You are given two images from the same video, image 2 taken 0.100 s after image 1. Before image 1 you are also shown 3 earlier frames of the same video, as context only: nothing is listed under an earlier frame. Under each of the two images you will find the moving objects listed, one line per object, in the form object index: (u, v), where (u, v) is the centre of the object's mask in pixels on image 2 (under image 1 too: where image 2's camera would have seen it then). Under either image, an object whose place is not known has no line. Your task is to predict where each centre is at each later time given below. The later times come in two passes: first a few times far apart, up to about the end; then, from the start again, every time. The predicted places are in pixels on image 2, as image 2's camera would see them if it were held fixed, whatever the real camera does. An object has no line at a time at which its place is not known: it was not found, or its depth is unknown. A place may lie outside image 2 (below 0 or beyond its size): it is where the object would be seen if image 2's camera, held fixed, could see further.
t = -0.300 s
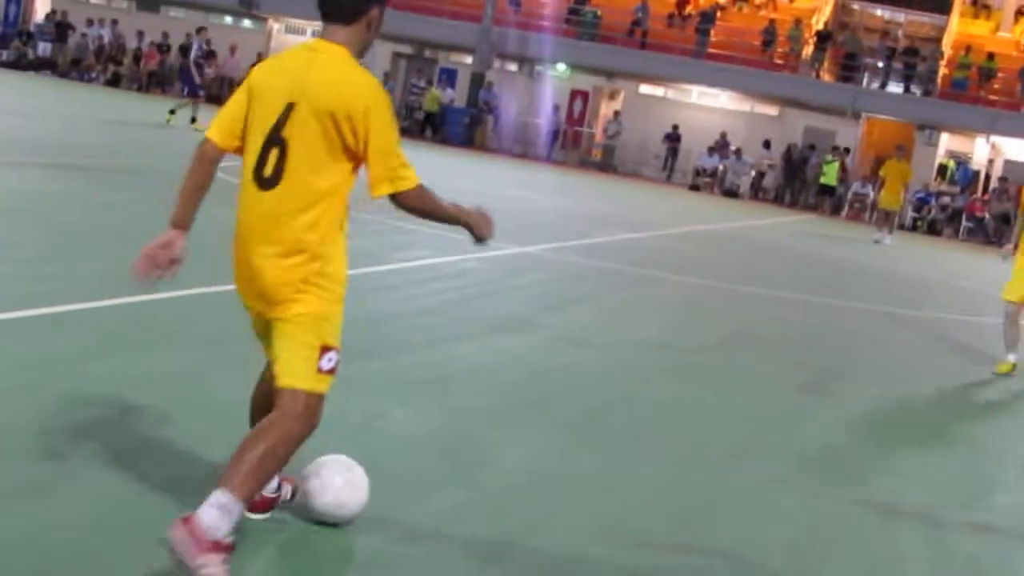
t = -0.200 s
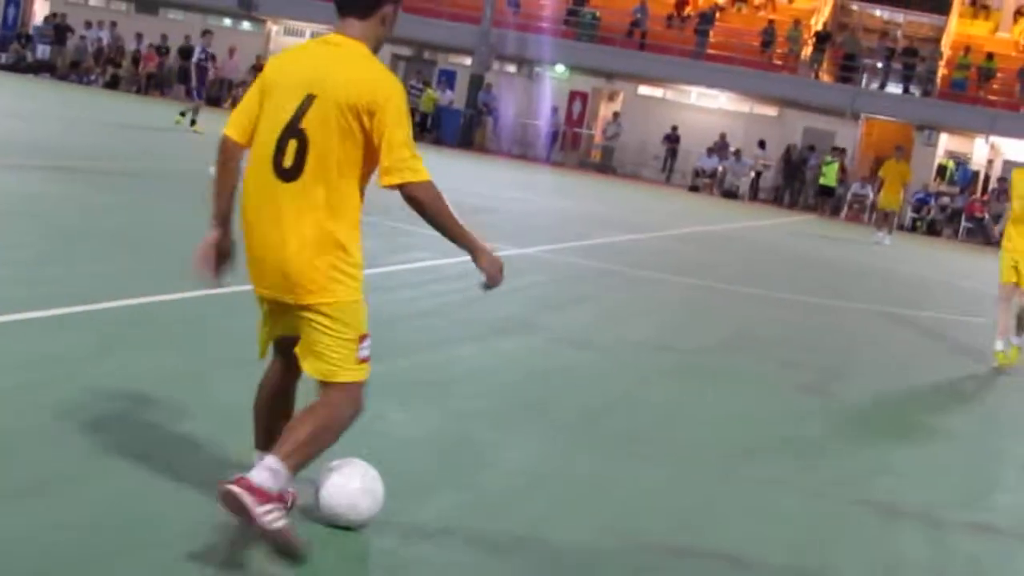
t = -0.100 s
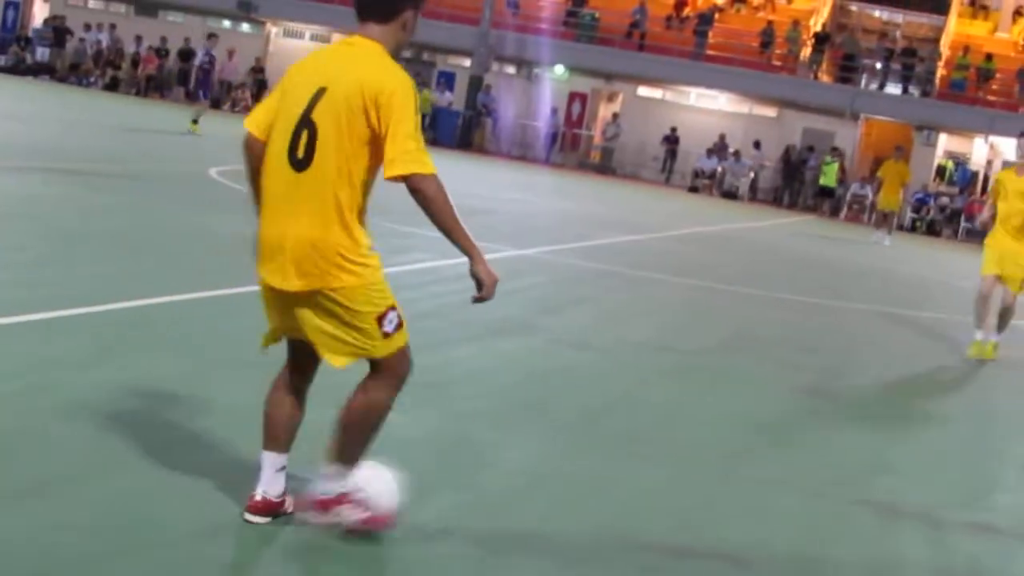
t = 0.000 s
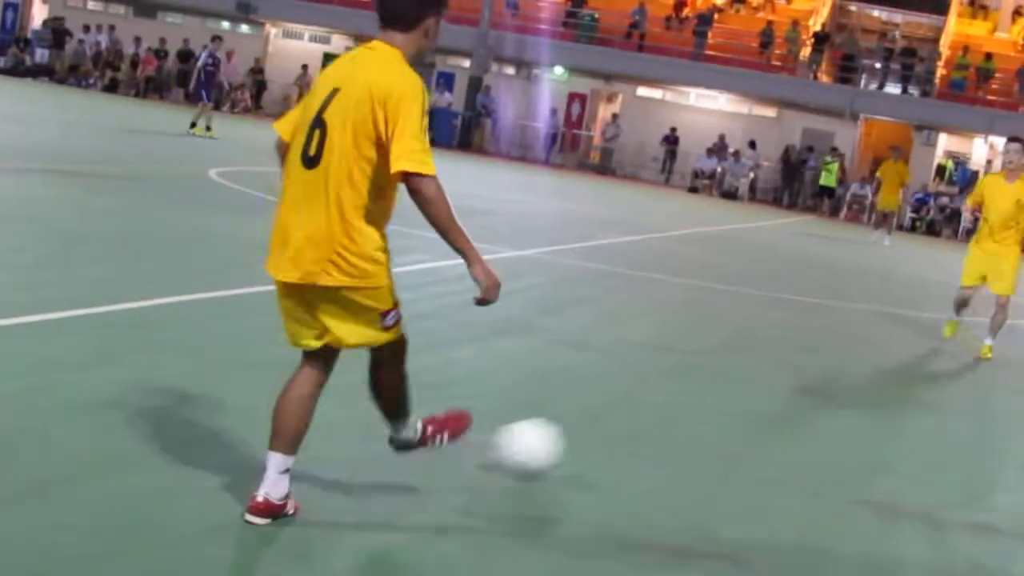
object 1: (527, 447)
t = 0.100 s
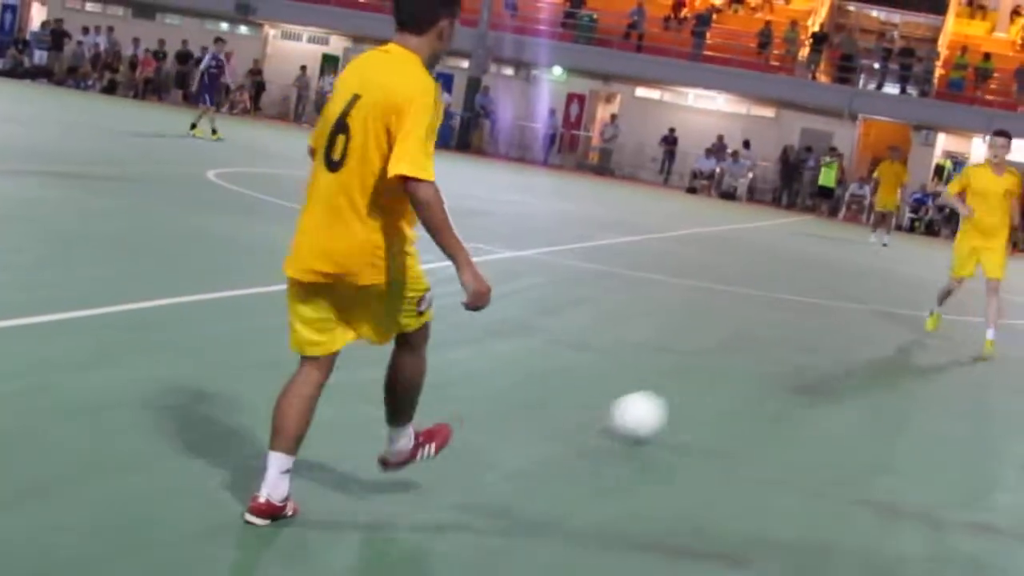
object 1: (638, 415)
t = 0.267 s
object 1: (758, 380)
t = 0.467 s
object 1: (844, 361)
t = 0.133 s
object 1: (667, 407)
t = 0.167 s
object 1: (693, 403)
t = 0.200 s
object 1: (716, 394)
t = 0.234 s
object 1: (738, 385)
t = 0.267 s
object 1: (758, 380)
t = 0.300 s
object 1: (775, 378)
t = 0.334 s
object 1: (792, 376)
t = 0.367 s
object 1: (806, 370)
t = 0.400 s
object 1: (820, 365)
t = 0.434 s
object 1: (832, 364)
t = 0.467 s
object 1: (844, 361)
